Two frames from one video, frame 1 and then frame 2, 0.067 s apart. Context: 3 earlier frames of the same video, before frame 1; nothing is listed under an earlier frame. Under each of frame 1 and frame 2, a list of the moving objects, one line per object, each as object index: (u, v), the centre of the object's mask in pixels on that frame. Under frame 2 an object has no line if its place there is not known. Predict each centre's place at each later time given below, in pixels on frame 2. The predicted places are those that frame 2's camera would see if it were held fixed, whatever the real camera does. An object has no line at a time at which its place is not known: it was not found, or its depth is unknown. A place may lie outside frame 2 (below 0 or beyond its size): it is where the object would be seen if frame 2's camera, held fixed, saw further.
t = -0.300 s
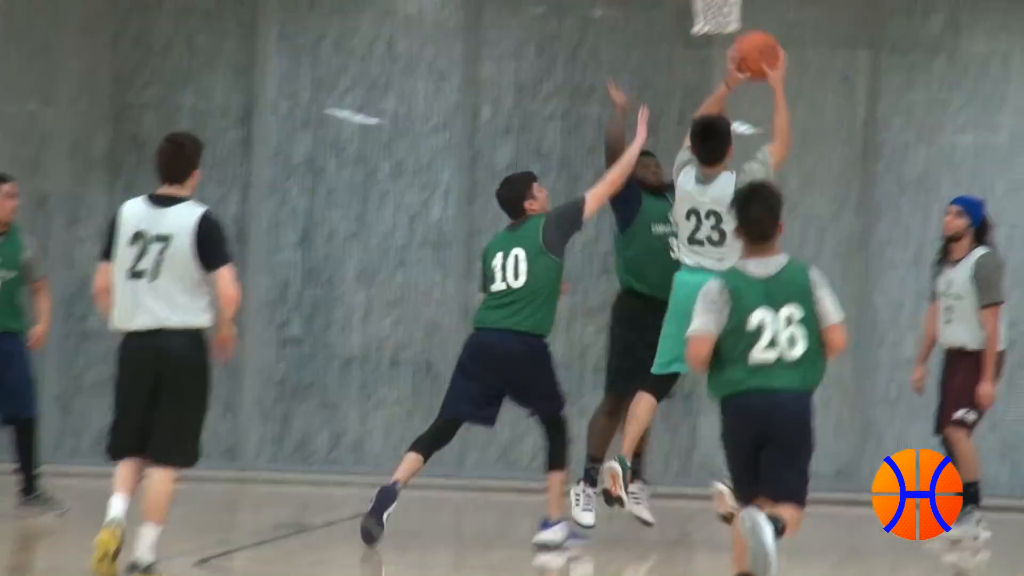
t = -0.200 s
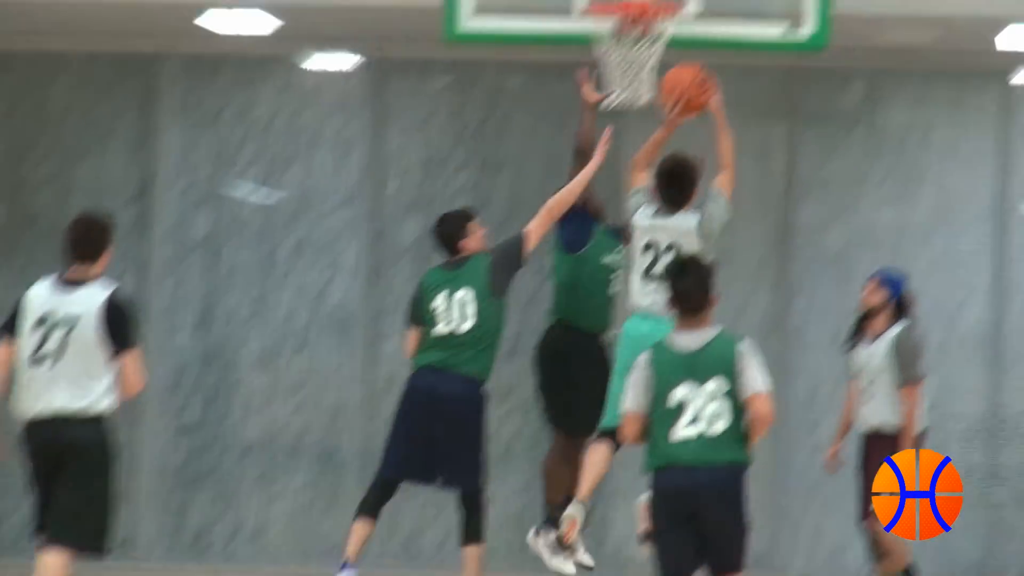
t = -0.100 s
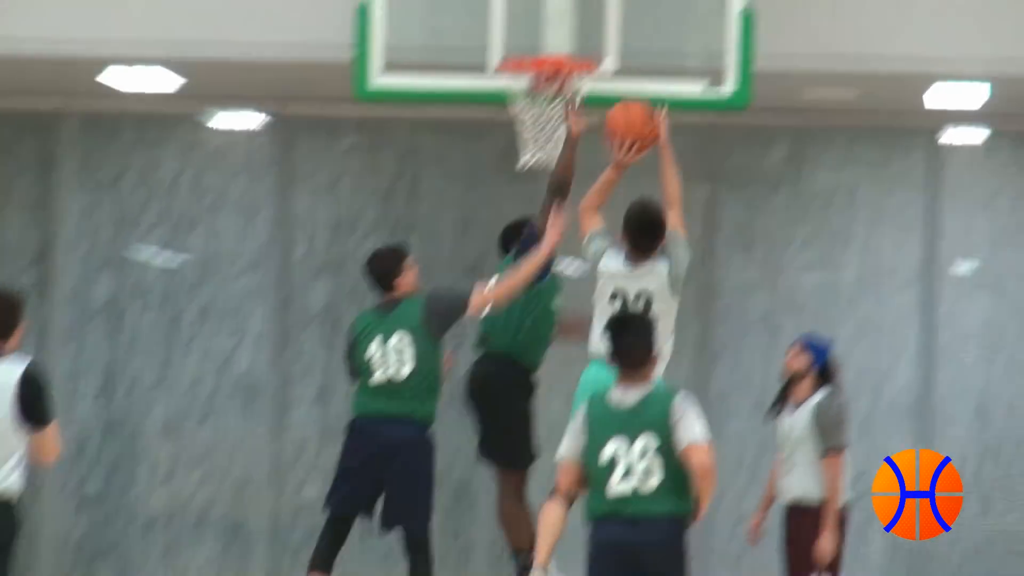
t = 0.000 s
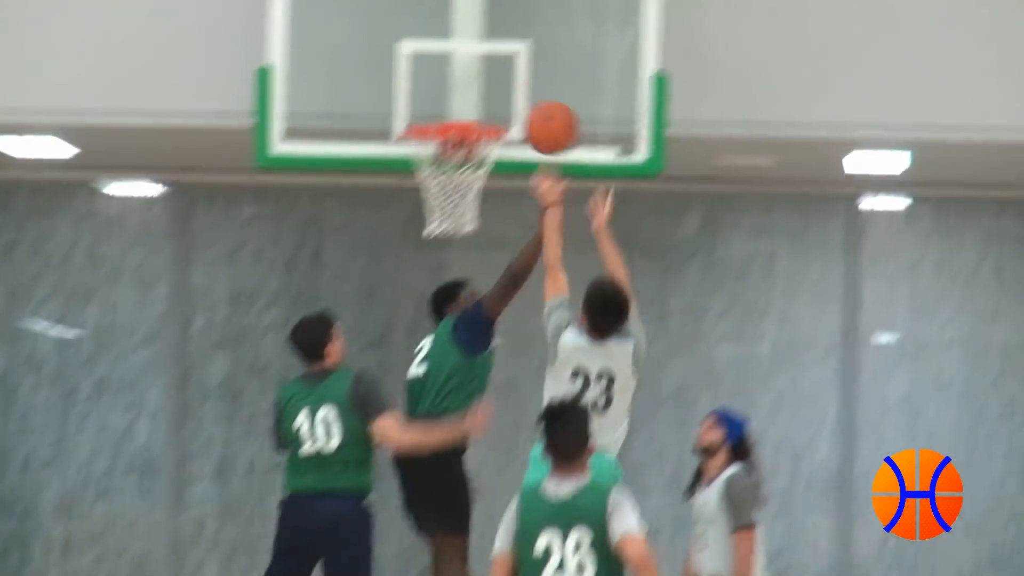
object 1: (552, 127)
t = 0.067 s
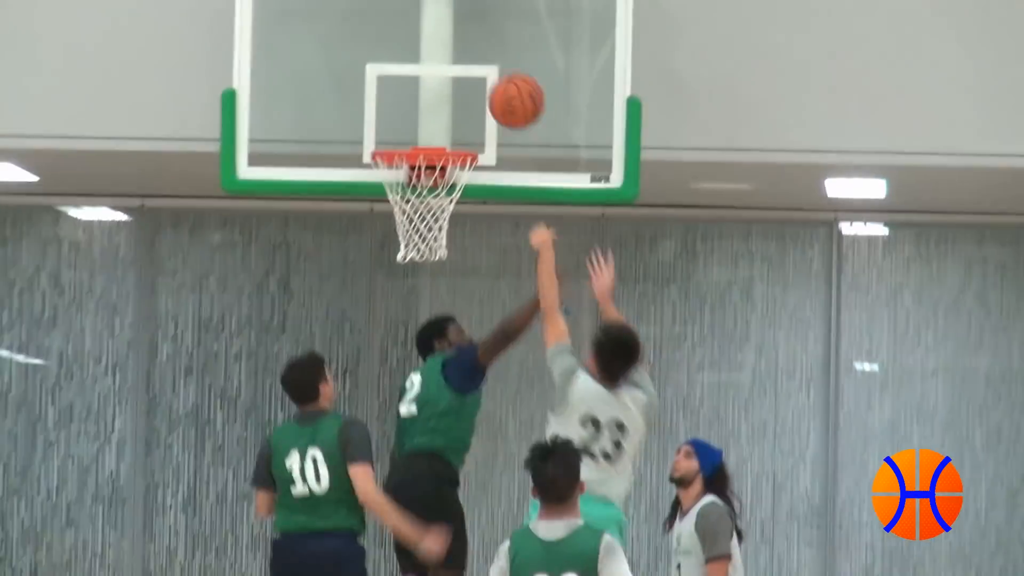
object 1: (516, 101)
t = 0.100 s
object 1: (512, 77)
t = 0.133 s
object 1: (508, 59)
